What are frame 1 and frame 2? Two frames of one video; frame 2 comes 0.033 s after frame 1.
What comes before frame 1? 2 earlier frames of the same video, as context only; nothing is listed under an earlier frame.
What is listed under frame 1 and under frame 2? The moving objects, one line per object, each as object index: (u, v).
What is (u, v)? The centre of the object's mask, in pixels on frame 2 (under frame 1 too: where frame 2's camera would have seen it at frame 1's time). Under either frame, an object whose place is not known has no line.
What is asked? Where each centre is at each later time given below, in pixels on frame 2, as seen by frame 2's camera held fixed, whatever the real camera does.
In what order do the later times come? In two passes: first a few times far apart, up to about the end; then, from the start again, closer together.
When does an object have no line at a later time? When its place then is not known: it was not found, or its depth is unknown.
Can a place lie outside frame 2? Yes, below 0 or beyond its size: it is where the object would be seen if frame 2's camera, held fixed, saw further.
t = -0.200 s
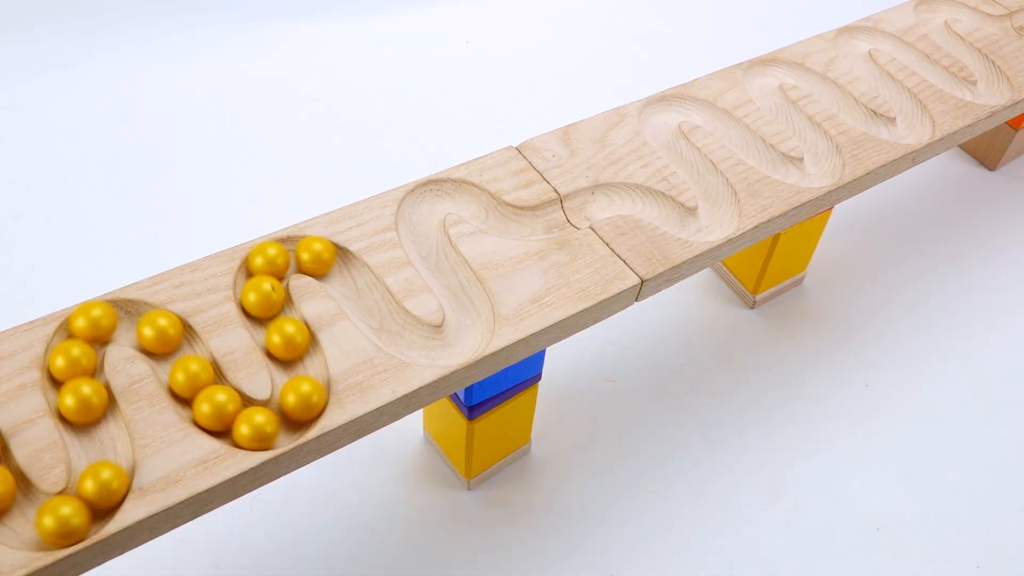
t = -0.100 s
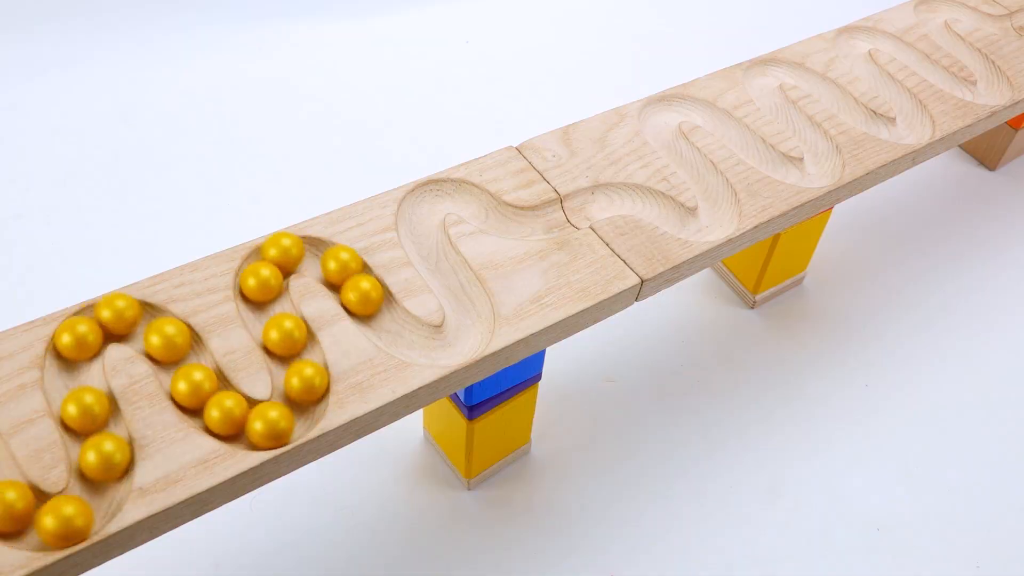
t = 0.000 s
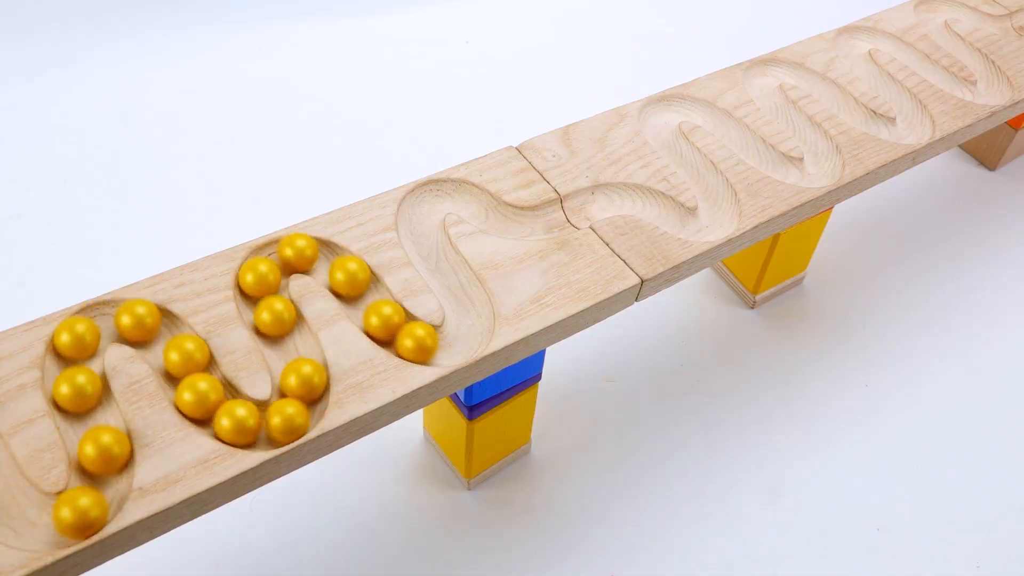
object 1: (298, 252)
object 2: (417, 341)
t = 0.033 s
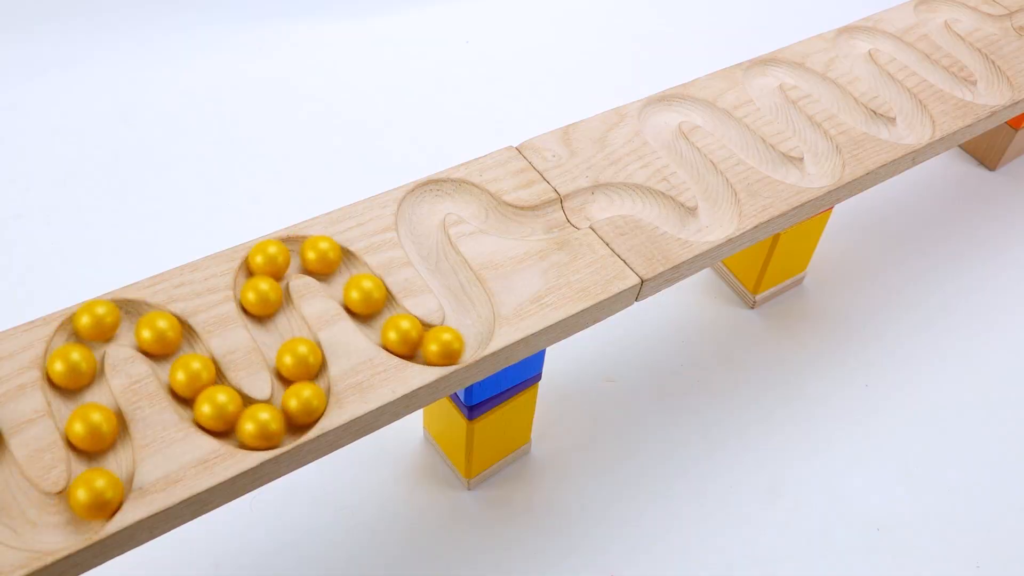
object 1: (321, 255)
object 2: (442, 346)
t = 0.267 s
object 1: (443, 346)
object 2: (418, 224)
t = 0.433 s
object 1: (441, 262)
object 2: (490, 212)
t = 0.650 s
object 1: (481, 200)
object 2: (608, 196)
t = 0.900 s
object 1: (619, 197)
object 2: (717, 187)
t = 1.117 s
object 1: (723, 205)
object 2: (659, 112)
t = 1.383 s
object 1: (674, 102)
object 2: (784, 166)
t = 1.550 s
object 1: (753, 146)
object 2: (812, 133)
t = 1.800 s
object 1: (806, 130)
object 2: (790, 67)
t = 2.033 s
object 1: (788, 65)
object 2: (894, 128)
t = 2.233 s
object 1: (872, 120)
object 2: (881, 79)
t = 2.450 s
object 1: (891, 87)
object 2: (883, 37)
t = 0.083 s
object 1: (348, 273)
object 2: (473, 328)
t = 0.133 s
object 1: (367, 299)
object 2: (469, 297)
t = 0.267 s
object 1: (443, 346)
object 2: (418, 224)
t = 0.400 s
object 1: (455, 281)
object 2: (475, 198)
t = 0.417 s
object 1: (448, 271)
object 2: (483, 203)
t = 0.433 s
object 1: (441, 262)
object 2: (490, 212)
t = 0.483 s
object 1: (424, 235)
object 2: (512, 221)
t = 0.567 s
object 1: (431, 194)
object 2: (564, 216)
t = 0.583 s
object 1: (441, 191)
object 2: (572, 212)
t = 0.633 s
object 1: (473, 196)
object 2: (597, 199)
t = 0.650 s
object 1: (481, 200)
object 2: (608, 196)
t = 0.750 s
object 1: (533, 222)
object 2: (683, 220)
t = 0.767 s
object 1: (545, 221)
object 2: (694, 222)
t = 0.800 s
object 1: (568, 215)
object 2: (712, 222)
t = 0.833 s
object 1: (581, 204)
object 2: (720, 216)
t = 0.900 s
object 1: (619, 197)
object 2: (717, 187)
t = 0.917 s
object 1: (630, 195)
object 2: (711, 181)
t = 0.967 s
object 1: (662, 206)
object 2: (693, 164)
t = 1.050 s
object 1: (701, 224)
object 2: (666, 135)
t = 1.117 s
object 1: (723, 205)
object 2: (659, 112)
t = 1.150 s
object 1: (717, 188)
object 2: (667, 102)
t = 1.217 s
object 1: (687, 159)
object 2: (701, 108)
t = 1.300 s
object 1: (659, 124)
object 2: (744, 138)
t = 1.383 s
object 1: (674, 102)
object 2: (784, 166)
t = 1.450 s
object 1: (707, 111)
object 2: (823, 169)
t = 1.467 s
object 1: (715, 117)
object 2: (826, 166)
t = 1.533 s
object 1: (747, 140)
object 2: (819, 138)
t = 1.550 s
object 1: (753, 146)
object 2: (812, 133)
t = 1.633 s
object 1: (793, 169)
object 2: (778, 105)
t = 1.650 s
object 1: (802, 171)
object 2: (773, 99)
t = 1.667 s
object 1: (813, 172)
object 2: (768, 93)
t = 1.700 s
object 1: (828, 166)
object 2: (760, 81)
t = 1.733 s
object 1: (830, 152)
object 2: (761, 71)
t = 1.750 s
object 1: (825, 144)
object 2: (766, 67)
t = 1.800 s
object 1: (806, 130)
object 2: (790, 67)
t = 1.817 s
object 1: (799, 124)
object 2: (797, 70)
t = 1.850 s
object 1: (788, 115)
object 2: (809, 78)
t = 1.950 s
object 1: (759, 78)
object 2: (853, 109)
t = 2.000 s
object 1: (772, 64)
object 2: (875, 121)
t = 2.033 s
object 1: (788, 65)
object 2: (894, 128)
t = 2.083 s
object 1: (809, 78)
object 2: (918, 127)
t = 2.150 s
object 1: (842, 98)
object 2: (911, 105)
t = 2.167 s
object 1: (848, 104)
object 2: (907, 100)
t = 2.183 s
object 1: (853, 109)
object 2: (902, 95)
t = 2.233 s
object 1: (872, 120)
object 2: (881, 79)
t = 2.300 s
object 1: (902, 130)
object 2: (859, 58)
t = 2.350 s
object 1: (921, 123)
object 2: (849, 42)
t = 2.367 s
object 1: (923, 115)
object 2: (849, 38)
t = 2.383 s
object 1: (918, 108)
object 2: (853, 32)
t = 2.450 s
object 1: (891, 87)
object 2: (883, 37)
